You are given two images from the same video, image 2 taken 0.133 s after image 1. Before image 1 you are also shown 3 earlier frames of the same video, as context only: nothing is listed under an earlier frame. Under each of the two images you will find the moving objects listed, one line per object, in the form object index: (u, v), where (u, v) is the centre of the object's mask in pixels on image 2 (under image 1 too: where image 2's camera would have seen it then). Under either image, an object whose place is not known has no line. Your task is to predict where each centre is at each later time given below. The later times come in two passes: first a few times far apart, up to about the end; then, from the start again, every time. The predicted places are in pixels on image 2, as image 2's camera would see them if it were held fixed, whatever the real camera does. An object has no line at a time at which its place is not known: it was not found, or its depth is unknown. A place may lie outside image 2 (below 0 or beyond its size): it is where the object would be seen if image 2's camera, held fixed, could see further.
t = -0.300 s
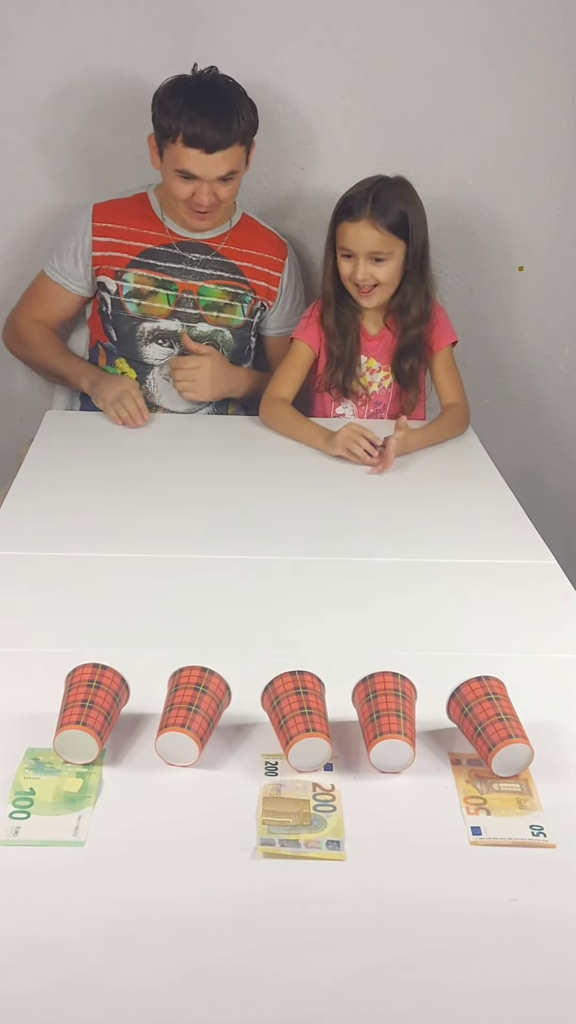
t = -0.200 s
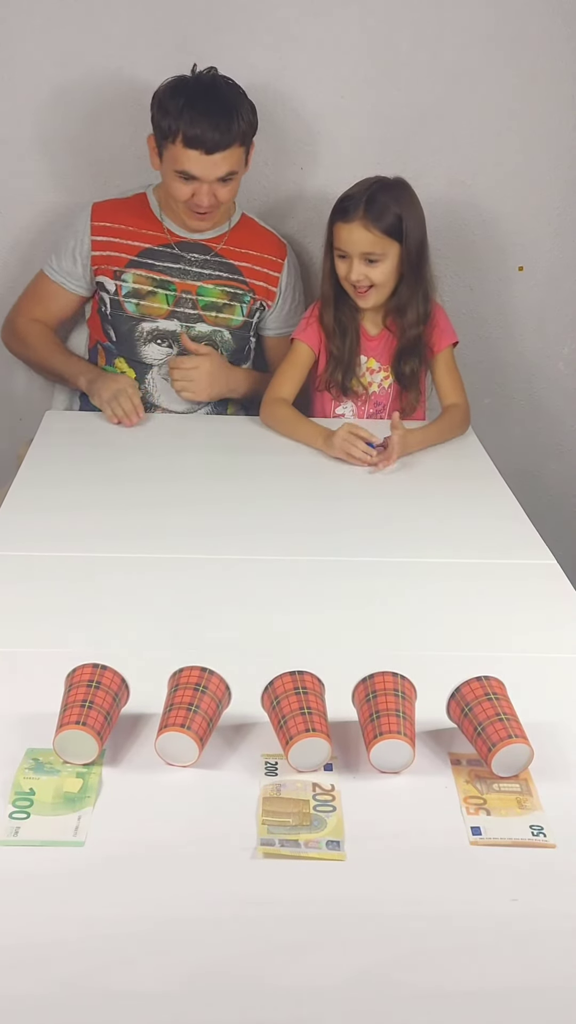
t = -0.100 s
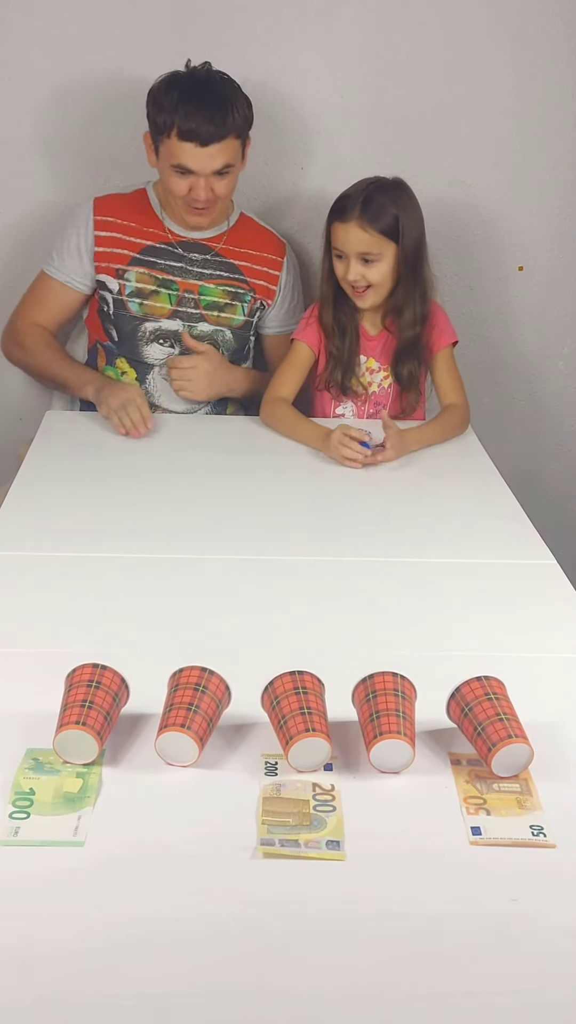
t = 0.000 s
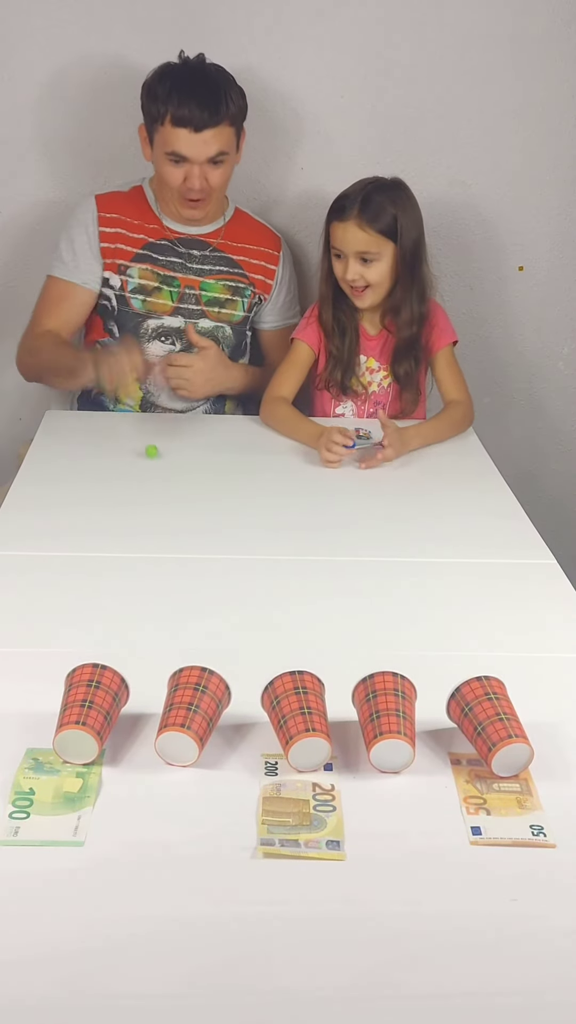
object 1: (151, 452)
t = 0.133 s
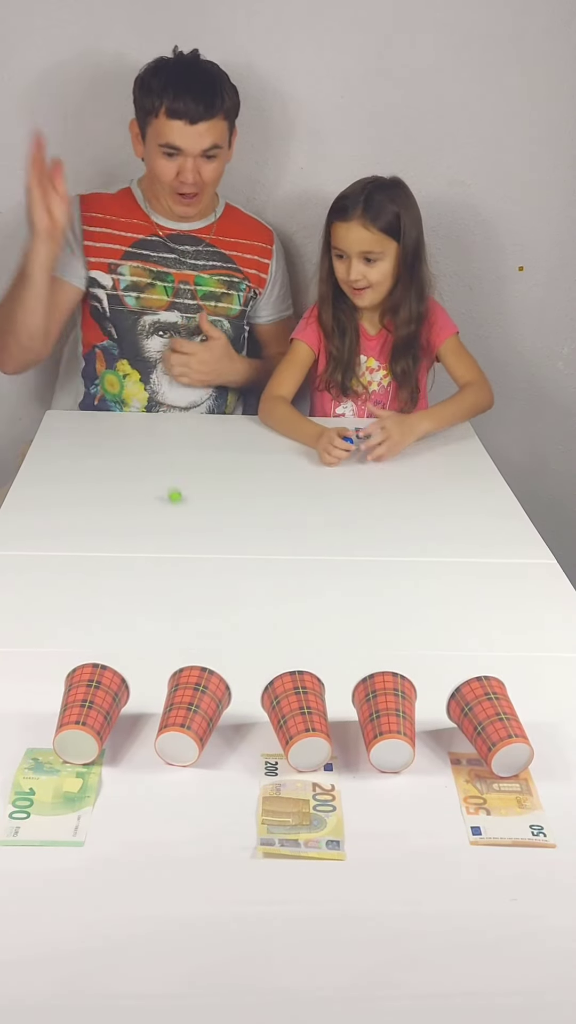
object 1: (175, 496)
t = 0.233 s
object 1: (192, 532)
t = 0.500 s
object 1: (232, 642)
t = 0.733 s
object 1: (226, 739)
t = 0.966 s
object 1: (161, 836)
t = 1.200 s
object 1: (75, 962)
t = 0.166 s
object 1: (181, 508)
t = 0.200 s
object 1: (187, 520)
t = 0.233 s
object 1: (192, 532)
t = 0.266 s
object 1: (198, 544)
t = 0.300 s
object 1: (204, 558)
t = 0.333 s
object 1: (209, 571)
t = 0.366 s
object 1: (214, 585)
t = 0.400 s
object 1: (219, 599)
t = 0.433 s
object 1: (224, 612)
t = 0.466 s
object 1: (228, 627)
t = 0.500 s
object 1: (232, 642)
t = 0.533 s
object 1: (238, 650)
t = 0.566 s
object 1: (243, 666)
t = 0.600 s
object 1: (248, 685)
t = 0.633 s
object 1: (252, 703)
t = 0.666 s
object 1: (248, 718)
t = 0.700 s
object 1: (237, 729)
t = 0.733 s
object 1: (226, 739)
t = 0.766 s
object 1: (216, 752)
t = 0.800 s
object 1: (208, 764)
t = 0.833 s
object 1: (199, 778)
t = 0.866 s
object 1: (190, 791)
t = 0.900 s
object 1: (181, 805)
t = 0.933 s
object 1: (172, 820)
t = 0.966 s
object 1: (161, 836)
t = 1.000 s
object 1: (150, 852)
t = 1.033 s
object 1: (139, 869)
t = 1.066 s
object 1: (128, 886)
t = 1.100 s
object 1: (115, 904)
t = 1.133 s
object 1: (102, 922)
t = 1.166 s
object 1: (89, 942)
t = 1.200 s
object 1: (75, 962)
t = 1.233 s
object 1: (60, 983)
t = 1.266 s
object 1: (44, 1005)
